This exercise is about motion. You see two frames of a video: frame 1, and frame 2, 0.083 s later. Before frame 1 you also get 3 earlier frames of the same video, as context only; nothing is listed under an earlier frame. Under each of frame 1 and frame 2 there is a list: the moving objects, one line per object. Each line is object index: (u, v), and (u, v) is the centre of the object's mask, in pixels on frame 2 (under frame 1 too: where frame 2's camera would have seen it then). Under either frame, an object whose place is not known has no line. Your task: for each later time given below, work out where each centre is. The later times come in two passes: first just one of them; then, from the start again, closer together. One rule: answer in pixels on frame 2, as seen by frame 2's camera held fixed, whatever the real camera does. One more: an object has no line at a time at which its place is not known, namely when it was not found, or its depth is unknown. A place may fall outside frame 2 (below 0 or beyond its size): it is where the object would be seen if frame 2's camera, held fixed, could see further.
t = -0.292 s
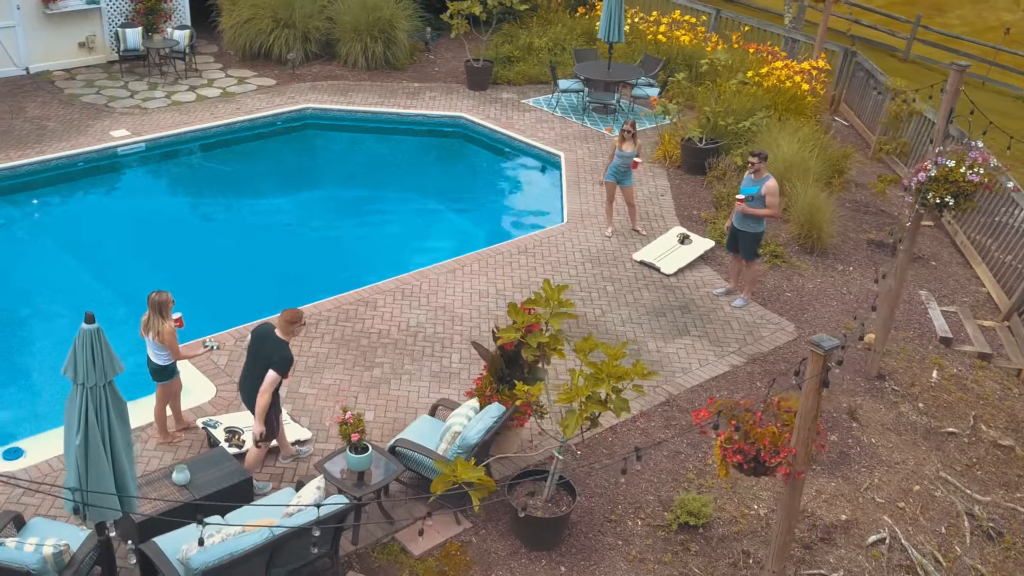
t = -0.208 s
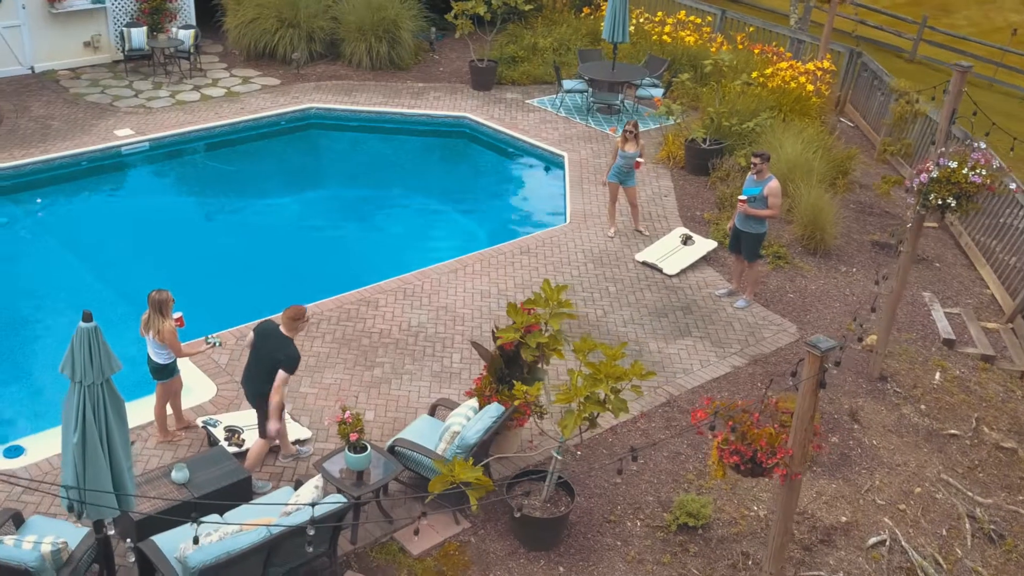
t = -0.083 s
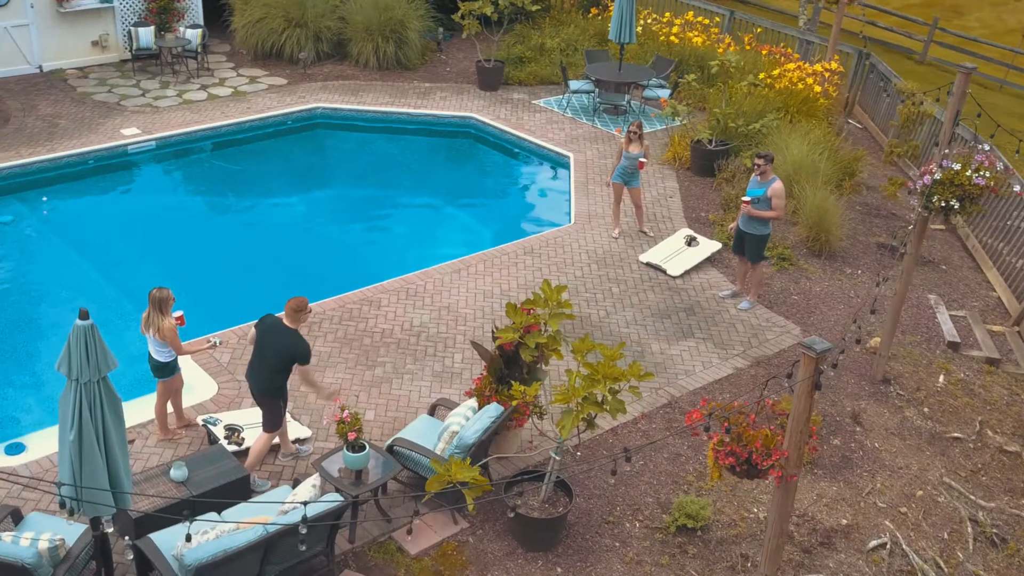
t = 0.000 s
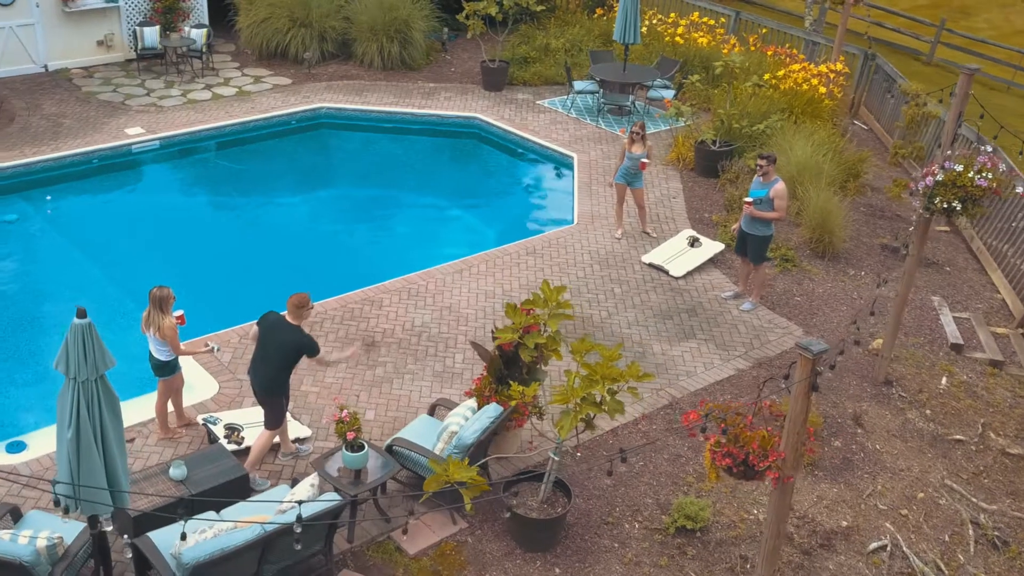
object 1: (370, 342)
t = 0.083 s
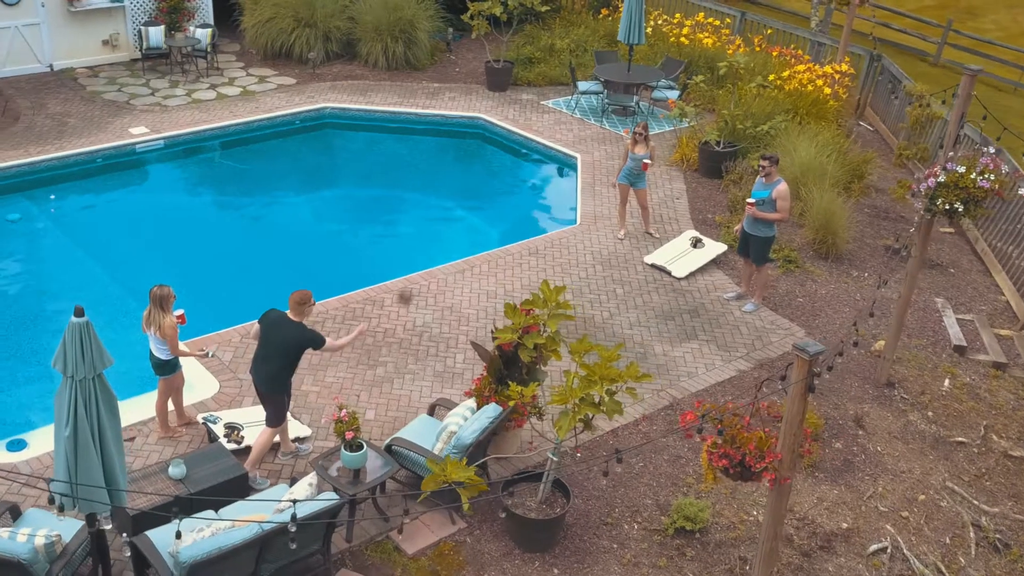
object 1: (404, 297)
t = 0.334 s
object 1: (494, 210)
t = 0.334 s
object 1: (494, 210)
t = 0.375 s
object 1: (508, 201)
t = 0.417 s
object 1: (522, 194)
